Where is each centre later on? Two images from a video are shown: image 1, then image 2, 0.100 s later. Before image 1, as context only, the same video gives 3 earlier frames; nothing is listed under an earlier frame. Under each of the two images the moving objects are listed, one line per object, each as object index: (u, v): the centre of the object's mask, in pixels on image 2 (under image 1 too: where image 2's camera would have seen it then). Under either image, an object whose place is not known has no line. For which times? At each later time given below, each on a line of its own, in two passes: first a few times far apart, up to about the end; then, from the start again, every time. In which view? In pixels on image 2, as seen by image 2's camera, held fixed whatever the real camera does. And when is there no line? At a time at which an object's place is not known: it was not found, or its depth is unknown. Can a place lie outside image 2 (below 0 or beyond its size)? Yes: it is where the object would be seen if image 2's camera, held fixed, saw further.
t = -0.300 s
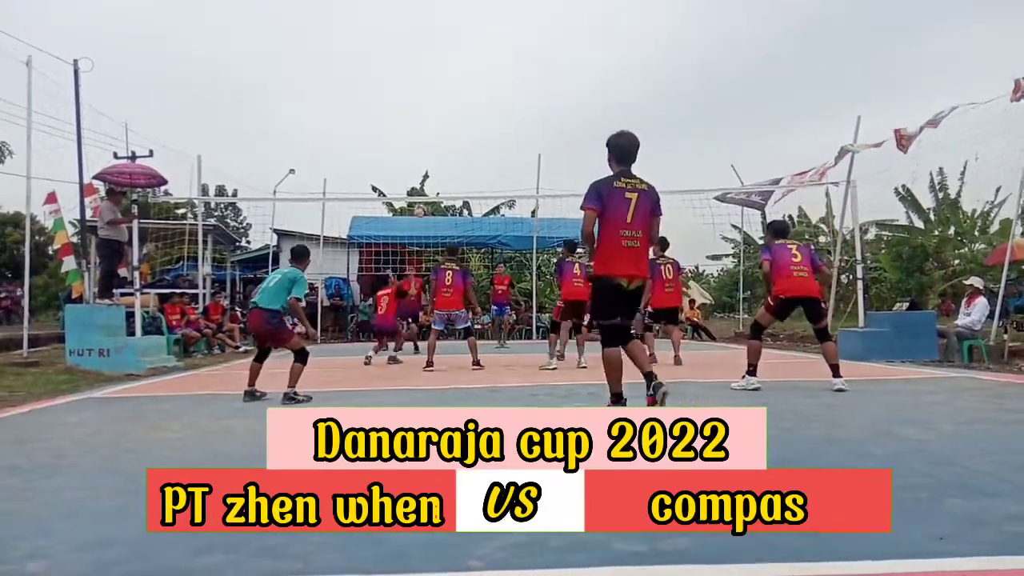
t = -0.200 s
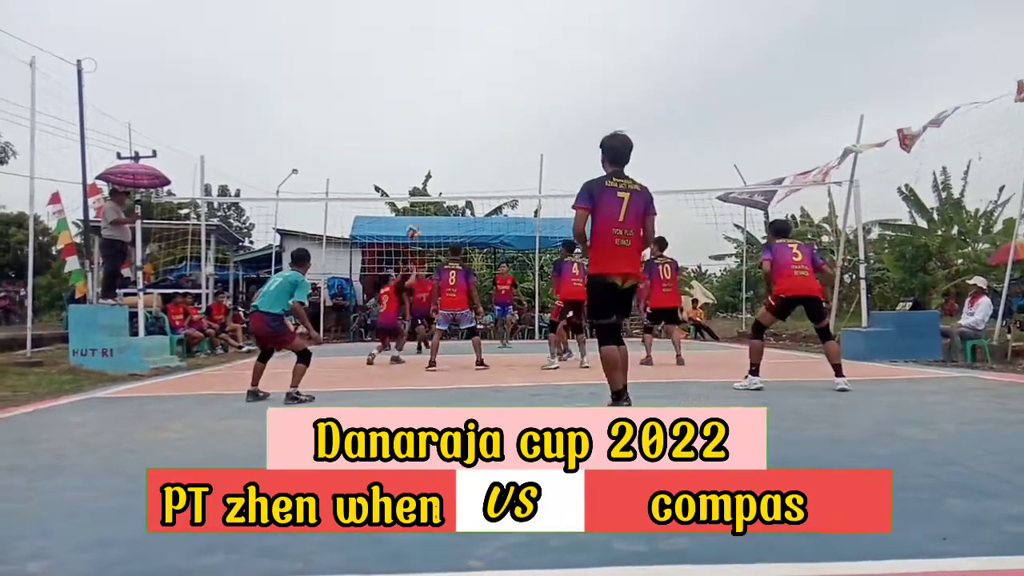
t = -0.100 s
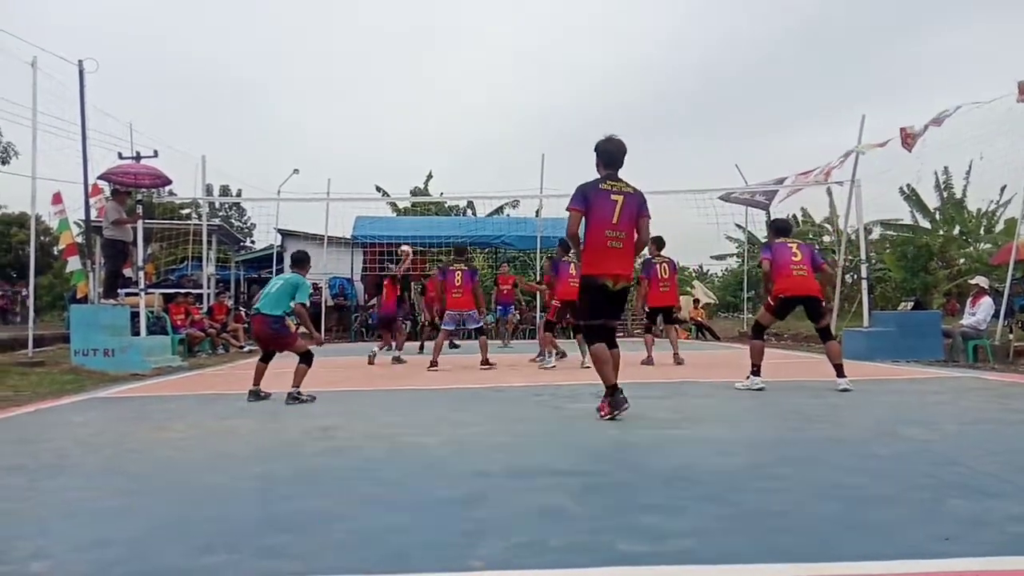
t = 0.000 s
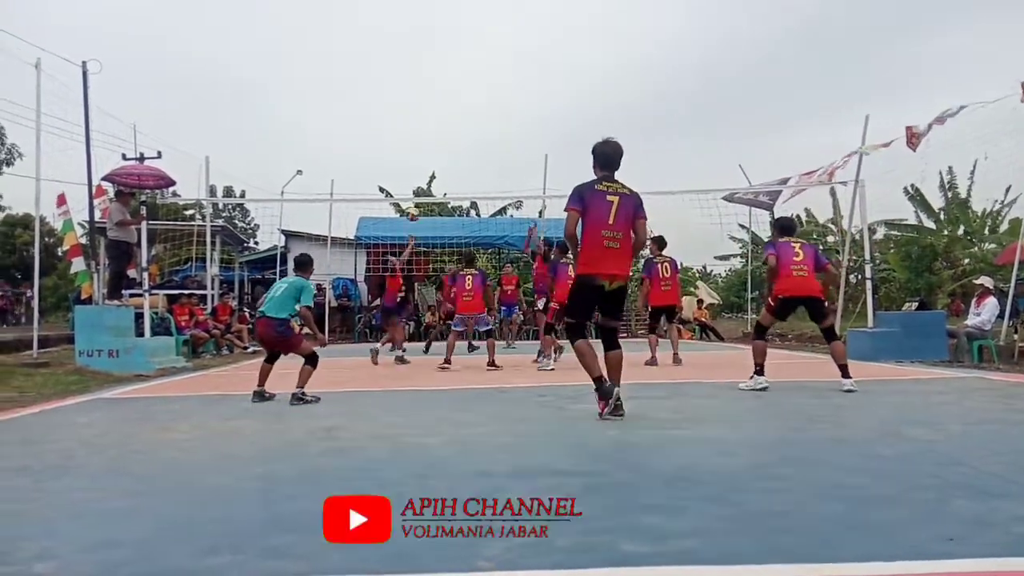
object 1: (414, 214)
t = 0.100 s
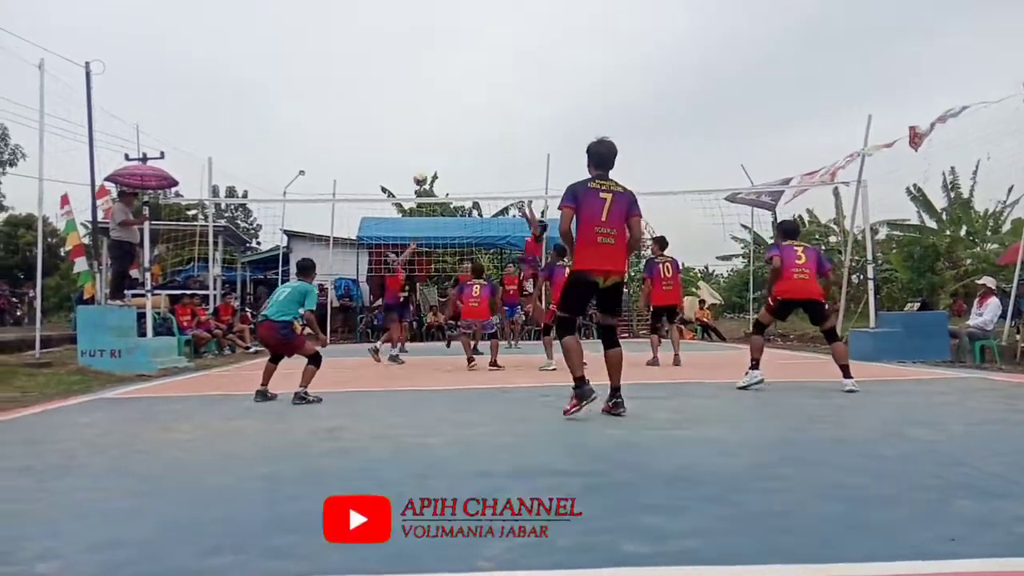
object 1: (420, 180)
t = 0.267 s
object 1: (430, 135)
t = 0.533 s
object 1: (446, 101)
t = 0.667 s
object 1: (455, 101)
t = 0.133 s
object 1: (422, 169)
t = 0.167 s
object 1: (424, 160)
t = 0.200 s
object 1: (426, 151)
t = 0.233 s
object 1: (428, 143)
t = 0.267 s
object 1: (430, 135)
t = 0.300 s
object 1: (432, 128)
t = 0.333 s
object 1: (434, 123)
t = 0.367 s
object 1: (436, 118)
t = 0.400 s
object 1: (438, 113)
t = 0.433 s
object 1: (440, 109)
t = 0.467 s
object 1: (442, 106)
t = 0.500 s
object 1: (444, 103)
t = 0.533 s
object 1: (446, 101)
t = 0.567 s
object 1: (448, 100)
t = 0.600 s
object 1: (450, 100)
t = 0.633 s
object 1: (452, 100)
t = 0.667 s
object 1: (455, 101)
